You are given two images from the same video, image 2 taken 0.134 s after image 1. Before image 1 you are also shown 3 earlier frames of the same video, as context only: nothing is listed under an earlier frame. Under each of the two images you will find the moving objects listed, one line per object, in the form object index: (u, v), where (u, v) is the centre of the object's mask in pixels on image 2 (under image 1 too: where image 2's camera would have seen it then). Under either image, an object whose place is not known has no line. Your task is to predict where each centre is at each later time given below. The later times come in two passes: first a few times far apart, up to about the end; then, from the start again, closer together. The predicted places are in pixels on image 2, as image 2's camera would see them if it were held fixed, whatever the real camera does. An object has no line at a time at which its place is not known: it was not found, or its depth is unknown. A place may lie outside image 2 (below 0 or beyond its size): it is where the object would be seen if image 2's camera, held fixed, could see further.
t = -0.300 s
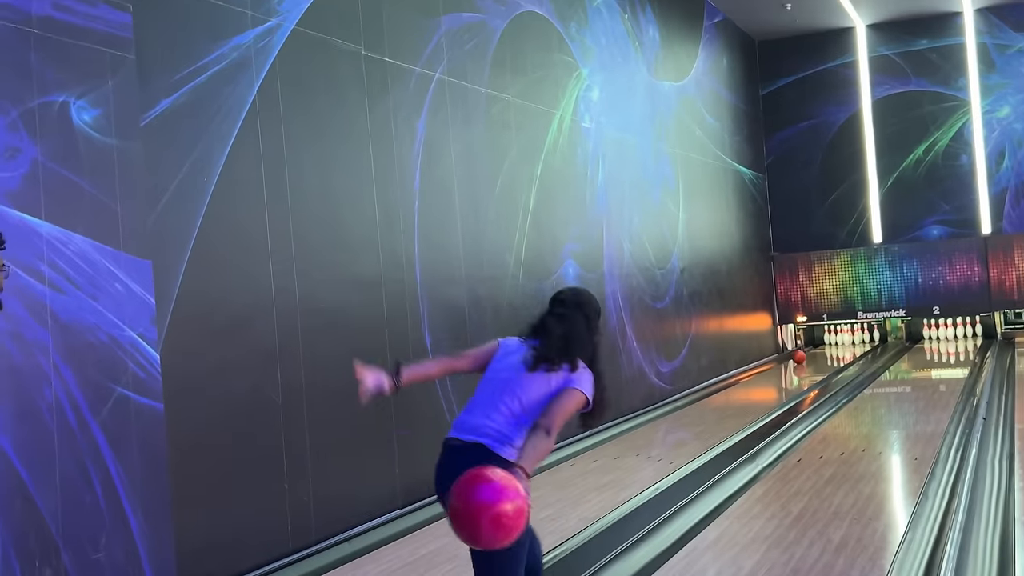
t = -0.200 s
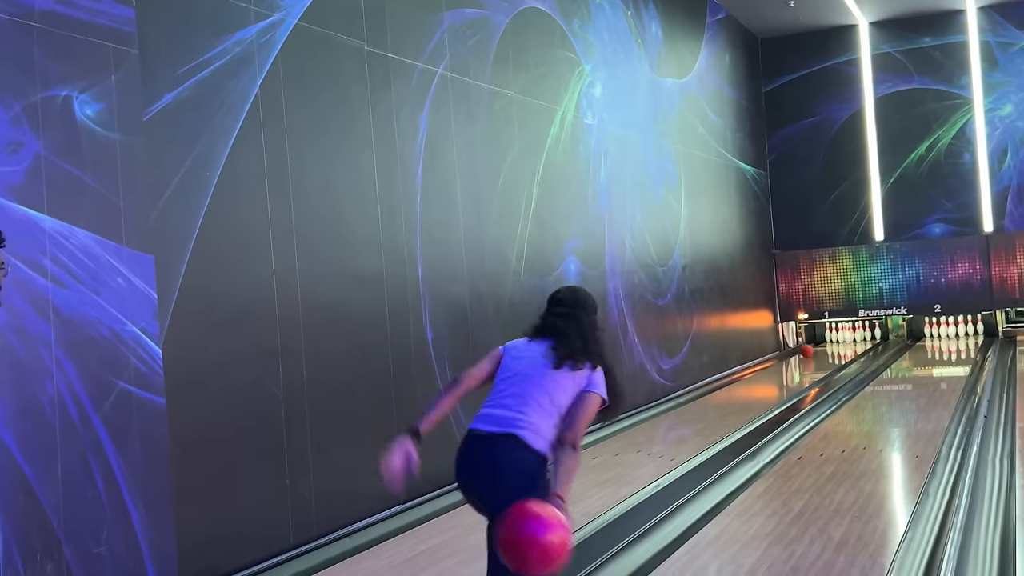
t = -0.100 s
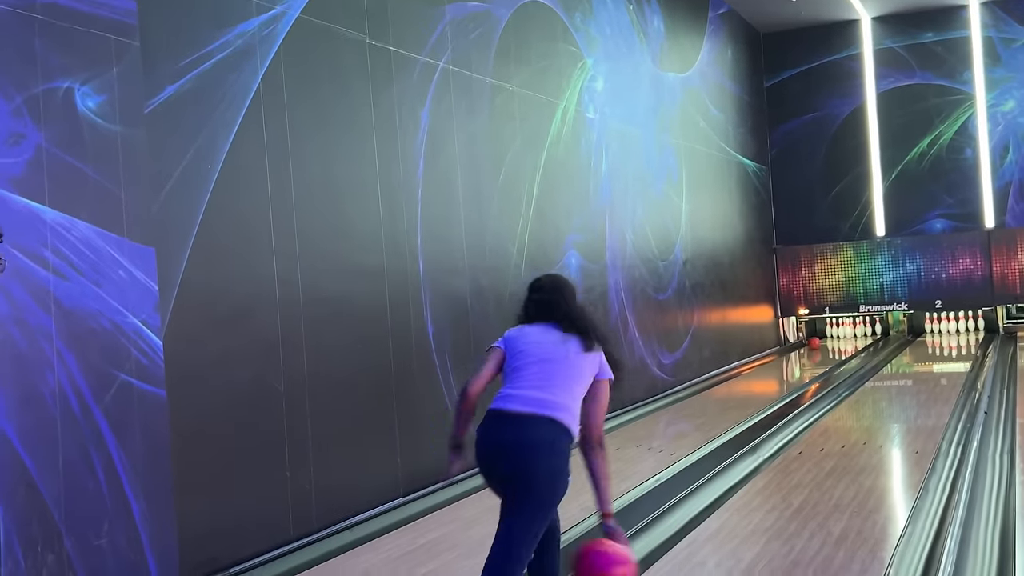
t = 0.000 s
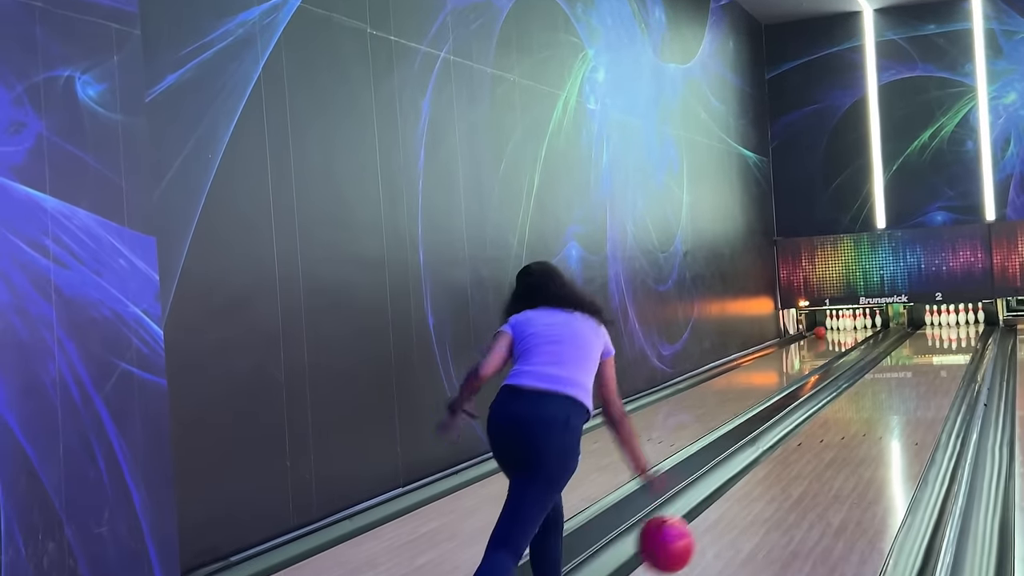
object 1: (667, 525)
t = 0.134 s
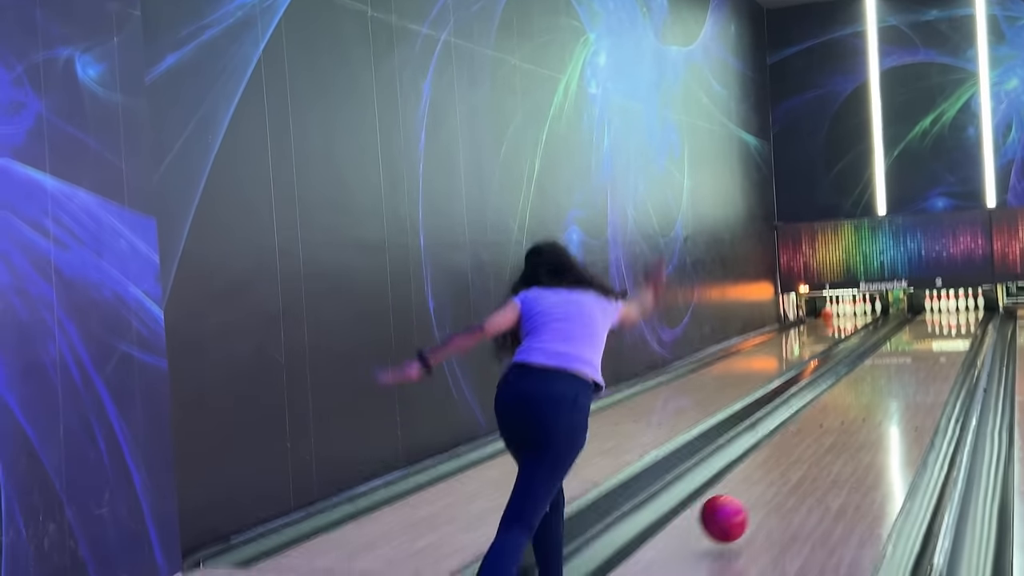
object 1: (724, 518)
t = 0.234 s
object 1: (755, 491)
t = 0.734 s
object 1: (844, 404)
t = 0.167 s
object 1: (735, 514)
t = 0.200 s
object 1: (745, 500)
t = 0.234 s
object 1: (755, 491)
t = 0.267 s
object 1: (763, 484)
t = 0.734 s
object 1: (844, 404)
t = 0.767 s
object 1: (847, 400)
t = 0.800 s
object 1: (851, 396)
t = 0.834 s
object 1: (854, 393)
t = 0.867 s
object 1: (857, 390)
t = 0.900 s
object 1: (860, 387)
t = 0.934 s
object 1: (864, 384)
